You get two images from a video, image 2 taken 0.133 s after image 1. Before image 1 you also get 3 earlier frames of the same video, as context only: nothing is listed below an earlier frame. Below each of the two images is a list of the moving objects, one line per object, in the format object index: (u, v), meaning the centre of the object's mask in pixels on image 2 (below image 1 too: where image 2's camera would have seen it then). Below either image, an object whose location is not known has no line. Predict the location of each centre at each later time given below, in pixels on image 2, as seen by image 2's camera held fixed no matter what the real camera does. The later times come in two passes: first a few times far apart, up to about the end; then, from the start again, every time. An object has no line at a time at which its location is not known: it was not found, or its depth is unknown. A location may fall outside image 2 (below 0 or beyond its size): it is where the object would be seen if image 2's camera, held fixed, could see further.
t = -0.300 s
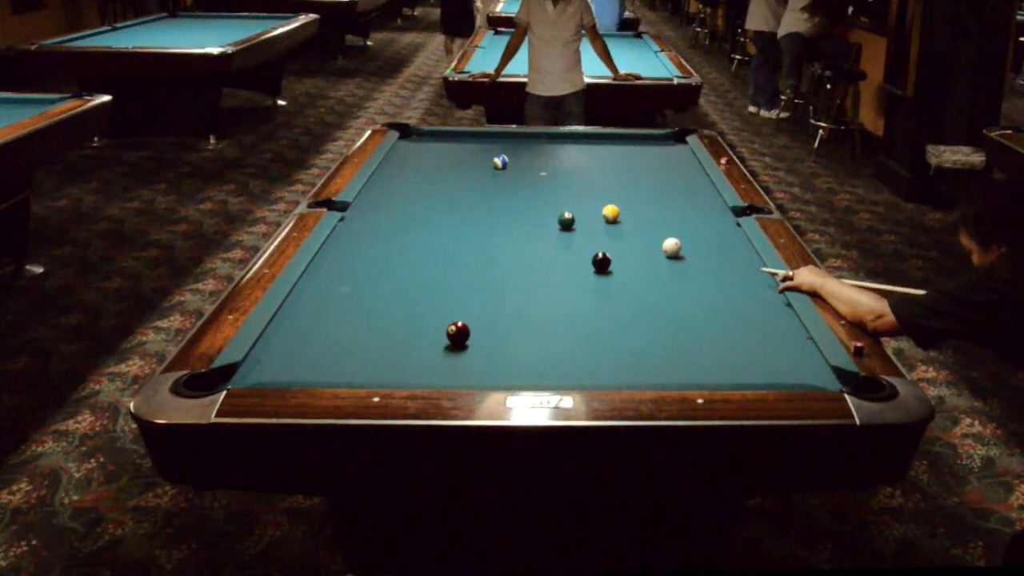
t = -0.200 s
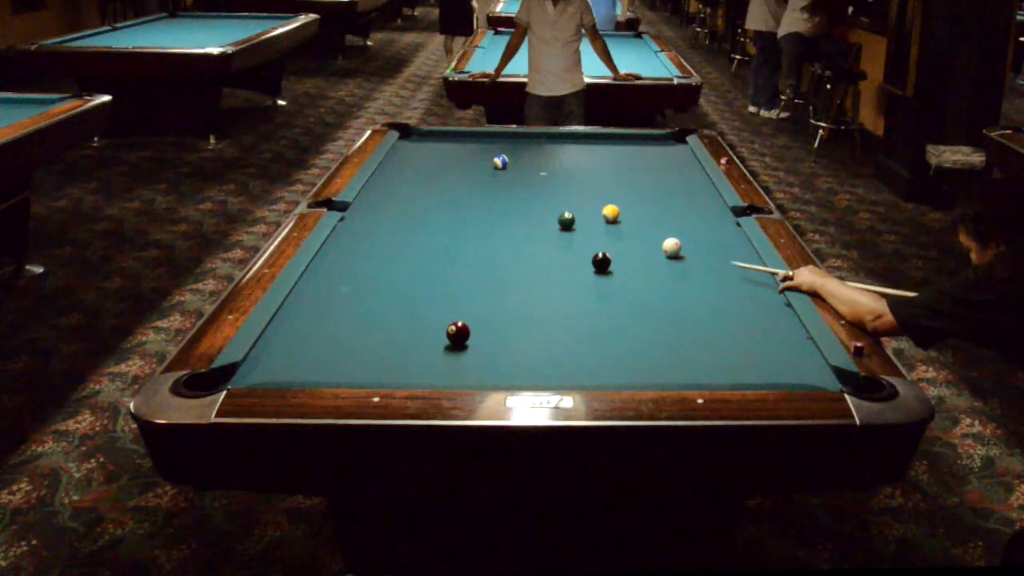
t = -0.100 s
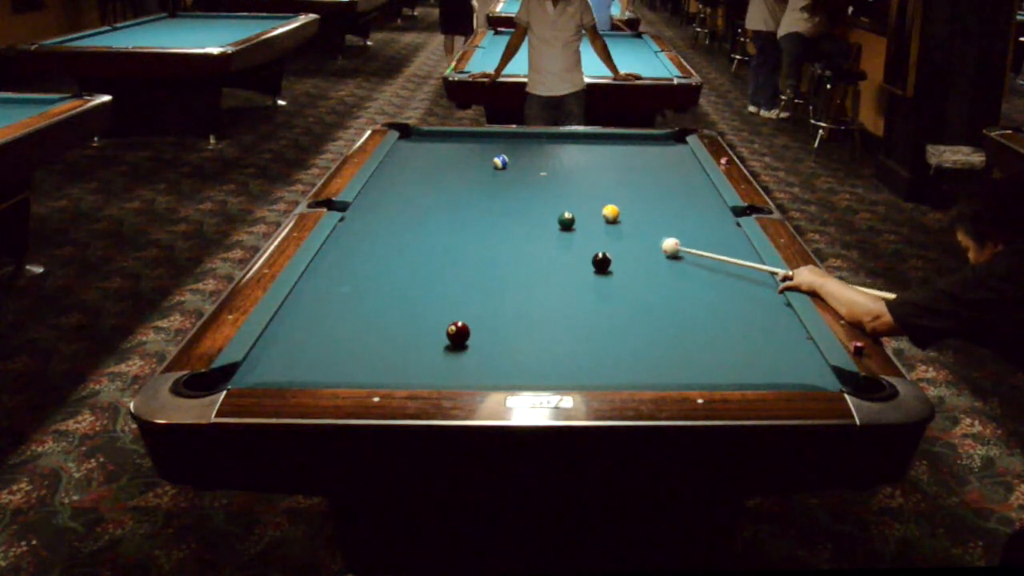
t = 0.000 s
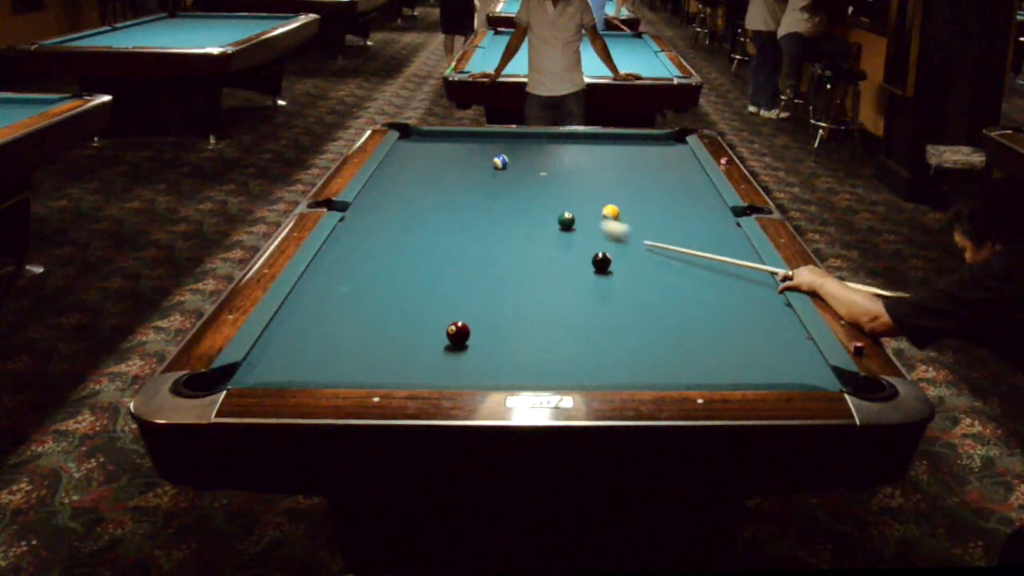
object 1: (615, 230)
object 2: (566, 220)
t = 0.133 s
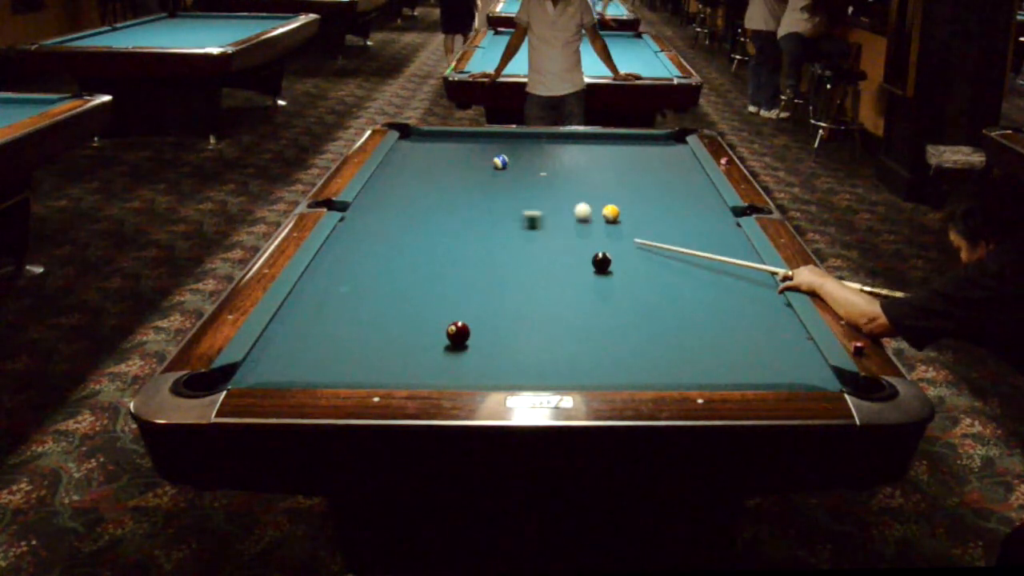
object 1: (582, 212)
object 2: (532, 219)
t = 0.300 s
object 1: (569, 194)
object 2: (470, 217)
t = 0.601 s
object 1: (545, 167)
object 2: (371, 212)
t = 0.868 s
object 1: (528, 147)
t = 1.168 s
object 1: (508, 137)
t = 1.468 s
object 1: (474, 148)
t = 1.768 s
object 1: (438, 160)
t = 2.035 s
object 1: (403, 172)
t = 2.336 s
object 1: (377, 184)
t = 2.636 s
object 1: (389, 195)
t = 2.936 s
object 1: (402, 206)
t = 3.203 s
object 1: (413, 216)
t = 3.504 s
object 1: (426, 228)
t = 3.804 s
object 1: (440, 239)
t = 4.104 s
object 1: (454, 249)
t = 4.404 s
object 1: (468, 260)
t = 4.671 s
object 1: (481, 269)
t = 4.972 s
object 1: (494, 280)
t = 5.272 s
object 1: (508, 289)
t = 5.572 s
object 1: (520, 299)
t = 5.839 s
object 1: (531, 307)
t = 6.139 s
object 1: (542, 314)
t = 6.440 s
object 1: (552, 321)
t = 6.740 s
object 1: (561, 327)
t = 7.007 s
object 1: (568, 331)
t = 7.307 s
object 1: (574, 335)
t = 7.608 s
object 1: (579, 338)
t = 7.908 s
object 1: (582, 340)
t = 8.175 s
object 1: (583, 340)
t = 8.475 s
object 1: (583, 340)
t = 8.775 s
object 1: (583, 340)
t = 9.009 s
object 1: (583, 340)
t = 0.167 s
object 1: (580, 208)
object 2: (518, 219)
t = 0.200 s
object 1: (578, 204)
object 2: (505, 218)
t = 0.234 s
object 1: (575, 201)
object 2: (493, 217)
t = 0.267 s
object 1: (572, 197)
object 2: (482, 216)
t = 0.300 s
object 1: (569, 194)
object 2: (470, 217)
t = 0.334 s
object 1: (566, 191)
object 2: (459, 216)
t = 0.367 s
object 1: (563, 188)
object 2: (448, 215)
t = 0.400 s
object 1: (560, 184)
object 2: (437, 215)
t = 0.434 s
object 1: (557, 181)
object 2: (426, 214)
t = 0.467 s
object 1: (555, 178)
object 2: (415, 214)
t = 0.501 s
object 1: (552, 175)
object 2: (404, 213)
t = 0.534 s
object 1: (550, 172)
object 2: (393, 213)
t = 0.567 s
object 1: (547, 170)
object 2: (381, 213)
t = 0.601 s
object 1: (545, 167)
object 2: (371, 212)
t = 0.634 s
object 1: (543, 164)
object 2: (358, 212)
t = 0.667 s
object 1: (541, 162)
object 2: (350, 211)
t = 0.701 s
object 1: (538, 159)
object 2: (341, 208)
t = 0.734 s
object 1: (536, 157)
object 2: (341, 208)
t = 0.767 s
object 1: (534, 154)
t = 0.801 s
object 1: (532, 152)
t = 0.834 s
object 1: (530, 149)
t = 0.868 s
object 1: (528, 147)
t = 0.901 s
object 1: (526, 145)
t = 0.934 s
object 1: (524, 143)
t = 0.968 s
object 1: (523, 141)
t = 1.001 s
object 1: (521, 139)
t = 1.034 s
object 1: (519, 136)
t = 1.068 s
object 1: (517, 135)
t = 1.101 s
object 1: (515, 134)
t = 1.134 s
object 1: (511, 135)
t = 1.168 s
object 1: (508, 137)
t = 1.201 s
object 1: (504, 138)
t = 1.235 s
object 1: (501, 139)
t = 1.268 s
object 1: (497, 141)
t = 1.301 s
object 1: (493, 142)
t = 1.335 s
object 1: (490, 143)
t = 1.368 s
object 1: (486, 144)
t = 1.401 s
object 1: (482, 146)
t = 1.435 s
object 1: (478, 147)
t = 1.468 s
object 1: (474, 148)
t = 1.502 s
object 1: (471, 149)
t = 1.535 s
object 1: (466, 151)
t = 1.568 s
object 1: (462, 152)
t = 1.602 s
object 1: (458, 153)
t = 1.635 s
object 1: (454, 155)
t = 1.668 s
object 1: (450, 156)
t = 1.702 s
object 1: (446, 157)
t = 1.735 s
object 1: (442, 159)
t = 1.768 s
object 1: (438, 160)
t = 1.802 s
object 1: (433, 161)
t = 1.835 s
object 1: (429, 163)
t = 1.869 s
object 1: (425, 164)
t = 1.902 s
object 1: (420, 166)
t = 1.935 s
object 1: (416, 167)
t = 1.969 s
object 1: (412, 169)
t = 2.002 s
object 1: (407, 170)
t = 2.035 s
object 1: (403, 172)
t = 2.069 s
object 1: (398, 173)
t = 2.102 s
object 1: (394, 175)
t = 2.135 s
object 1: (389, 176)
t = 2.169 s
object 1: (385, 178)
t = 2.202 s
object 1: (380, 179)
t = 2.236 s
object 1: (375, 181)
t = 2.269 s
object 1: (374, 182)
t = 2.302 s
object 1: (376, 184)
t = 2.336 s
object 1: (377, 184)
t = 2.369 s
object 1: (379, 186)
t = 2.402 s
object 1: (380, 187)
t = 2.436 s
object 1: (381, 188)
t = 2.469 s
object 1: (382, 190)
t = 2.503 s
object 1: (384, 190)
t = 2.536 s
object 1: (385, 192)
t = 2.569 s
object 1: (386, 193)
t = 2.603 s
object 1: (388, 194)
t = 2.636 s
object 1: (389, 195)
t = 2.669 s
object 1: (391, 197)
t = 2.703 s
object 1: (392, 198)
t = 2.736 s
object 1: (393, 199)
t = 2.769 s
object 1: (395, 200)
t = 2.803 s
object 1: (396, 201)
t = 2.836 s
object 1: (397, 203)
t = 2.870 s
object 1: (399, 204)
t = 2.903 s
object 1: (400, 206)
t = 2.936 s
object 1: (402, 206)
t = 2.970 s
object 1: (403, 208)
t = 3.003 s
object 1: (405, 209)
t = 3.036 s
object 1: (406, 210)
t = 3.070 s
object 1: (408, 211)
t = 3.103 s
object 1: (409, 213)
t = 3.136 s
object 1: (410, 214)
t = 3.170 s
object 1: (412, 215)
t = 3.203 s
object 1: (413, 216)
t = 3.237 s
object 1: (415, 218)
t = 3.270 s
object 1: (416, 219)
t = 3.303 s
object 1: (418, 220)
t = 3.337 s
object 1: (419, 221)
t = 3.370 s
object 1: (421, 223)
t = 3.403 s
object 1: (422, 224)
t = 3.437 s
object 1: (424, 225)
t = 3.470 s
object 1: (425, 226)
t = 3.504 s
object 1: (426, 228)
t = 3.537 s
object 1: (428, 229)
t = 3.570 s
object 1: (429, 230)
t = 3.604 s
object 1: (431, 231)
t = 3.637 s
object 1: (432, 233)
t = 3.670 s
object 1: (434, 234)
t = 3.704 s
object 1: (435, 235)
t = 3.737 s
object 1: (437, 236)
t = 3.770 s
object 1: (439, 238)
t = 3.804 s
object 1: (440, 239)
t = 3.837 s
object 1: (441, 240)
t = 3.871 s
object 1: (443, 241)
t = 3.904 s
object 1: (445, 242)
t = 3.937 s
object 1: (446, 243)
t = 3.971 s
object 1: (448, 245)
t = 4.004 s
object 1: (449, 246)
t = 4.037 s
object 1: (451, 247)
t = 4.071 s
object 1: (452, 248)
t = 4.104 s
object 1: (454, 249)
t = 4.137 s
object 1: (455, 251)
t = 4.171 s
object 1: (457, 252)
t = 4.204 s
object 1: (459, 253)
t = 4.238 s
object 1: (460, 254)
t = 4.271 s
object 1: (462, 256)
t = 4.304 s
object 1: (463, 257)
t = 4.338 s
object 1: (465, 258)
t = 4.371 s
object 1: (467, 259)
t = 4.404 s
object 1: (468, 260)
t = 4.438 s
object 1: (470, 261)
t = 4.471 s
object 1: (471, 262)
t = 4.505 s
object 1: (473, 263)
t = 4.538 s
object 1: (474, 265)
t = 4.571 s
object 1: (476, 266)
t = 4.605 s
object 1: (477, 267)
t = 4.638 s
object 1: (479, 268)
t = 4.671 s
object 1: (481, 269)
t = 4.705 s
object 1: (482, 270)
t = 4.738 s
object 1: (484, 272)
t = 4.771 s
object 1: (485, 273)
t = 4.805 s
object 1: (487, 274)
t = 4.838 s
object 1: (488, 275)
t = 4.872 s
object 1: (490, 276)
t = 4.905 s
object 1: (492, 278)
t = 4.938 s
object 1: (493, 279)
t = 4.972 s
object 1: (494, 280)
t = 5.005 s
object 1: (496, 281)
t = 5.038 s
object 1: (497, 282)
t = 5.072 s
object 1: (499, 283)
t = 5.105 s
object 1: (500, 284)
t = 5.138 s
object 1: (502, 285)
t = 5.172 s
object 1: (503, 286)
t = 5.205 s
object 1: (505, 287)
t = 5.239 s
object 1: (506, 288)
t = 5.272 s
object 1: (508, 289)
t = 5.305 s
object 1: (509, 290)
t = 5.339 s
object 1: (511, 292)
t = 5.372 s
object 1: (512, 293)
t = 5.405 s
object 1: (513, 294)
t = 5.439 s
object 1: (515, 295)
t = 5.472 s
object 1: (516, 296)
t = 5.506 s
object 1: (517, 297)
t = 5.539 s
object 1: (519, 298)
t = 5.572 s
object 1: (520, 299)
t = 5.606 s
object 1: (522, 300)
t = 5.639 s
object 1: (523, 301)
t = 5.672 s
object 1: (524, 302)
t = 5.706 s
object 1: (526, 303)
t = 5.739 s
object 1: (527, 304)
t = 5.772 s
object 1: (528, 305)
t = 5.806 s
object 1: (529, 306)
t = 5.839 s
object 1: (531, 307)
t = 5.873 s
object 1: (532, 307)
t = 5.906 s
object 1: (534, 308)
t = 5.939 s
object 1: (535, 309)
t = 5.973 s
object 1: (536, 310)
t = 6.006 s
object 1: (537, 311)
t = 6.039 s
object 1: (538, 312)
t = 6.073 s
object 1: (539, 313)
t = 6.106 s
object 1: (541, 314)
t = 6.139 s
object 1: (542, 314)
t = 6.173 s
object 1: (543, 315)
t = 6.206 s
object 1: (544, 316)
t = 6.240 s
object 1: (546, 317)
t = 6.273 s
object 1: (547, 318)
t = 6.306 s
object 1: (548, 318)
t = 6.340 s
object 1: (549, 319)
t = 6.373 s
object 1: (550, 320)
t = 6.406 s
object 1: (551, 321)
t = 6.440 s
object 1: (552, 321)
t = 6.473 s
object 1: (553, 322)
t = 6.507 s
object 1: (554, 323)
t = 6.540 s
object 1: (555, 323)
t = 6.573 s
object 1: (556, 324)
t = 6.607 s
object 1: (557, 325)
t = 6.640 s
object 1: (558, 325)
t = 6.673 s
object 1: (559, 326)
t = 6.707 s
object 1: (560, 327)
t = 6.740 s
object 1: (561, 327)
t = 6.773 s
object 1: (562, 328)
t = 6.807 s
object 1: (563, 328)
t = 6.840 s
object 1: (564, 329)
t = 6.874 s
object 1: (565, 329)
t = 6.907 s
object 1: (566, 330)
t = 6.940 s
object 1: (567, 330)
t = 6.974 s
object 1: (567, 331)
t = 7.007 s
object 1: (568, 331)
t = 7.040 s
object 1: (569, 332)
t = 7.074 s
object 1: (570, 332)
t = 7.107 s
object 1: (570, 333)
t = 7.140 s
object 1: (571, 333)
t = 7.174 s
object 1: (572, 334)
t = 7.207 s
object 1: (573, 334)
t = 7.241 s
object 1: (573, 335)
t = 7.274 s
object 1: (574, 335)
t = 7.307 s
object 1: (574, 335)
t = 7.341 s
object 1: (575, 335)
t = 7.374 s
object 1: (576, 336)
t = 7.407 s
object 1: (576, 336)
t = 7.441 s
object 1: (577, 337)
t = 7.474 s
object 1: (577, 337)
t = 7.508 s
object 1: (578, 337)
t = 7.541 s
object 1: (579, 337)
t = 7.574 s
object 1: (579, 338)
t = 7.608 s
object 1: (579, 338)
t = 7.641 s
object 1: (580, 339)
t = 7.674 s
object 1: (580, 339)
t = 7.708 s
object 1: (580, 339)
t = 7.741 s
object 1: (581, 339)
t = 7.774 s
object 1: (581, 339)
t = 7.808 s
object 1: (581, 339)
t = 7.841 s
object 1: (582, 339)
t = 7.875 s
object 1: (582, 340)
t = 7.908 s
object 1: (582, 340)
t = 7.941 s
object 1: (583, 340)
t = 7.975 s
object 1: (583, 340)
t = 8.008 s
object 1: (583, 340)
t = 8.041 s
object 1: (583, 340)
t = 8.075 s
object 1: (583, 340)
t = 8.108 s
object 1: (583, 340)
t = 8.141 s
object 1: (583, 340)
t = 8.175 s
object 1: (583, 340)
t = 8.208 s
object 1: (583, 340)
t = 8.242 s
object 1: (583, 340)
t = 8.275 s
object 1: (583, 340)
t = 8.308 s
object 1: (583, 340)
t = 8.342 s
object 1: (583, 340)
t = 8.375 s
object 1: (583, 340)
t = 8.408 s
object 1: (582, 340)
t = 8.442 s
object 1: (582, 340)
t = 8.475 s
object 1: (583, 340)
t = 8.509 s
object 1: (582, 340)
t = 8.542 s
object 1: (582, 340)
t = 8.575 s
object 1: (582, 340)
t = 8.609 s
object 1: (582, 340)
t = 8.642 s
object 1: (582, 340)
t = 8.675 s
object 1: (583, 340)
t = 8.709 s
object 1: (583, 340)
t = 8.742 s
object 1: (583, 340)
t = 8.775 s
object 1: (583, 340)
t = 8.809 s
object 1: (582, 340)
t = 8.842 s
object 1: (582, 340)
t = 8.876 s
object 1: (582, 340)
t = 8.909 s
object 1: (583, 340)
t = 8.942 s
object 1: (583, 340)
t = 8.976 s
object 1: (583, 340)
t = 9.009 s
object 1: (583, 340)
